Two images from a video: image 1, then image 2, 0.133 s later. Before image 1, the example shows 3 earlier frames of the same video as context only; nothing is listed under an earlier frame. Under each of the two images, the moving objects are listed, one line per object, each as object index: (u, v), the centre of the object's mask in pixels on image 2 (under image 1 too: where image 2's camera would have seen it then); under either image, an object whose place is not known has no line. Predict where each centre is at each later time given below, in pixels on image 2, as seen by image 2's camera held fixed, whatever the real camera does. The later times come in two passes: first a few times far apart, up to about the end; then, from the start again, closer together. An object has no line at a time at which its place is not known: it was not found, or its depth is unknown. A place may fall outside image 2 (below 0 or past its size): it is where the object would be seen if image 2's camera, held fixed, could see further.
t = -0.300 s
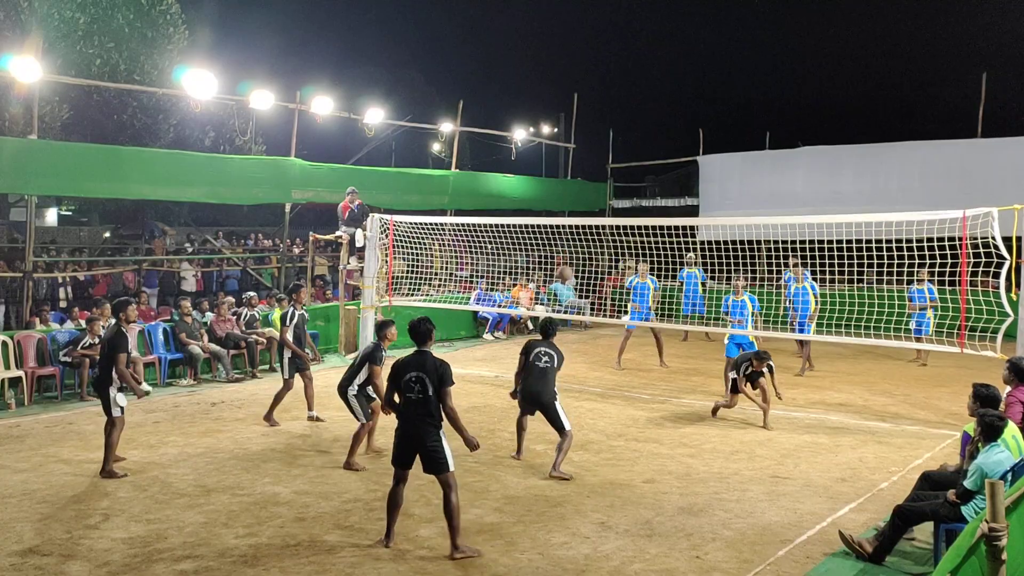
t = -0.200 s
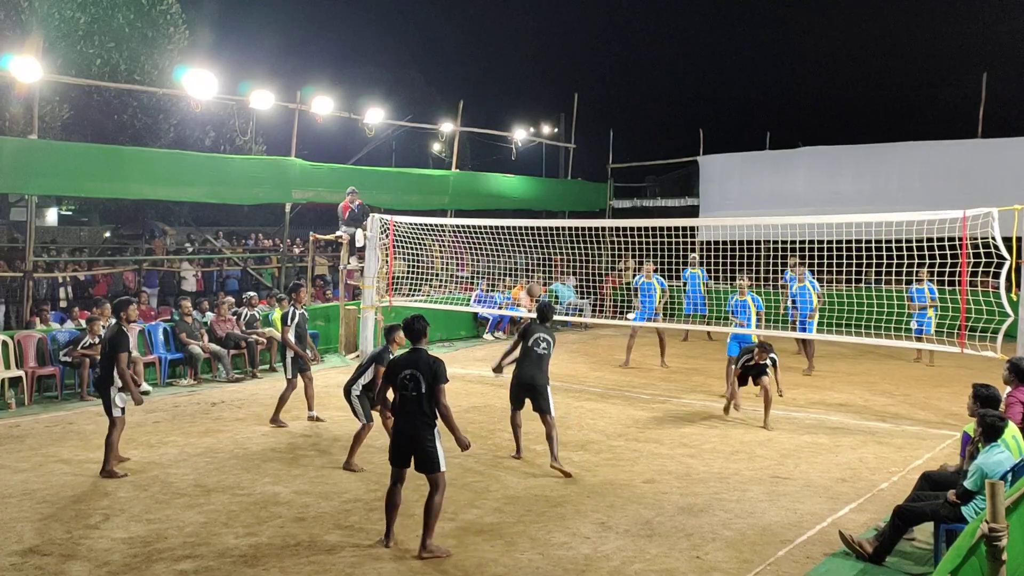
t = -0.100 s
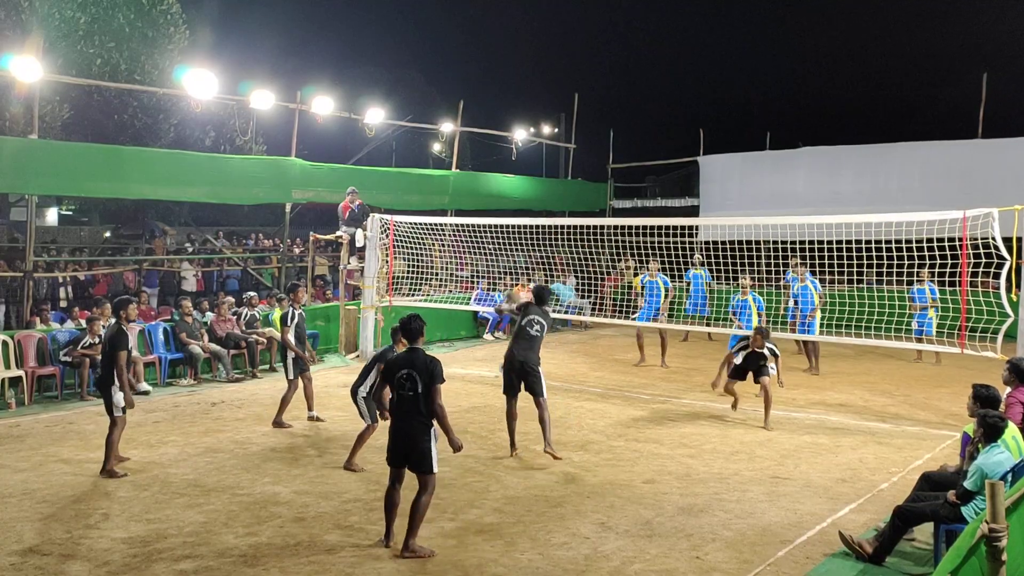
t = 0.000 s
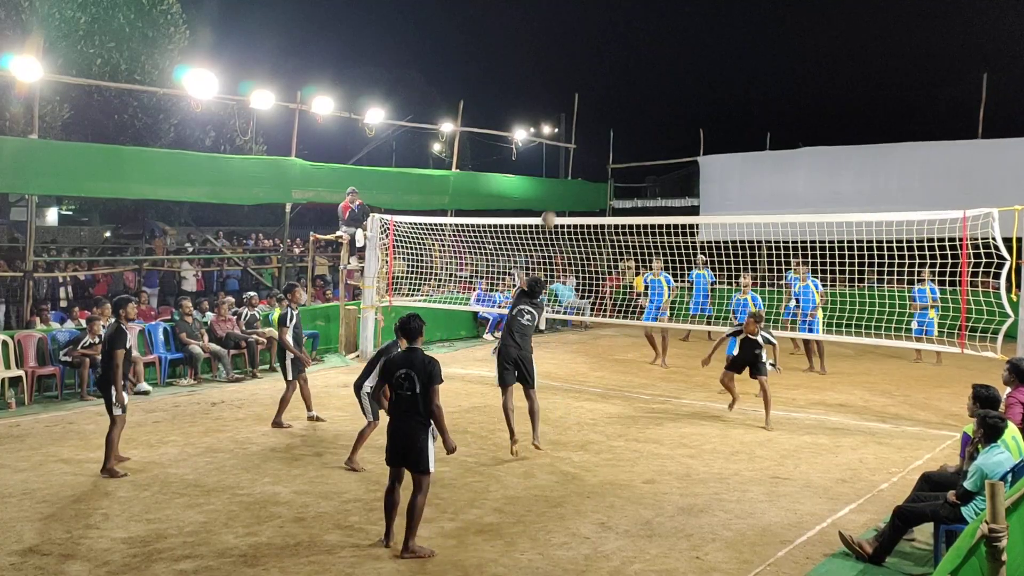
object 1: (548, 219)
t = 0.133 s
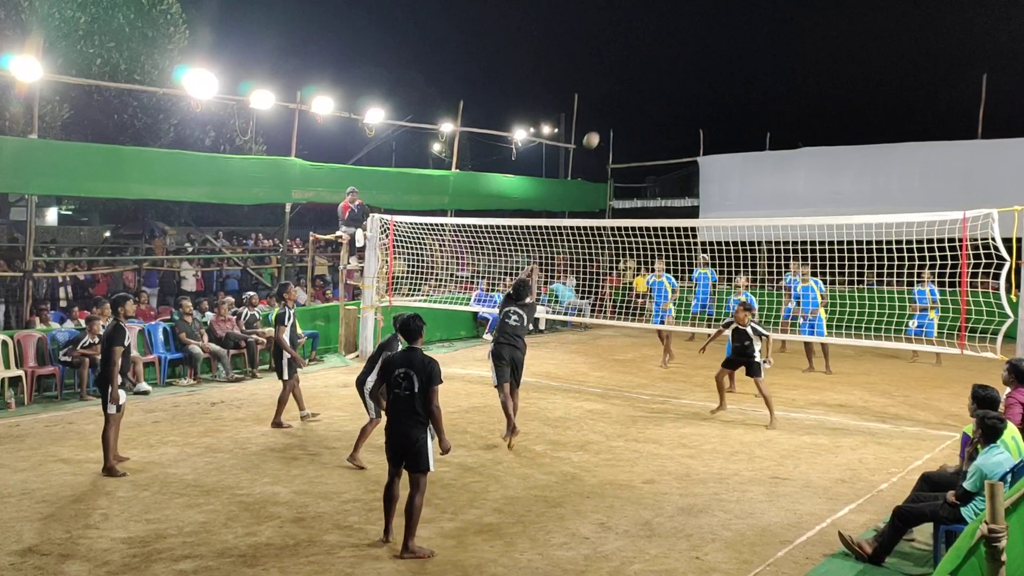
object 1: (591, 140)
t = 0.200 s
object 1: (611, 109)
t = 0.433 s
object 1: (676, 35)
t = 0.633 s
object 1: (723, 12)
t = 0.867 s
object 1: (770, 23)
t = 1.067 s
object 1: (806, 60)
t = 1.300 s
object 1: (839, 129)
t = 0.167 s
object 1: (601, 124)
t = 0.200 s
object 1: (611, 109)
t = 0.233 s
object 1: (621, 95)
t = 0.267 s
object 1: (630, 82)
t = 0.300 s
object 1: (640, 70)
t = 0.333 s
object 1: (649, 60)
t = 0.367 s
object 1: (658, 50)
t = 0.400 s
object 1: (667, 42)
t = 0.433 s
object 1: (676, 35)
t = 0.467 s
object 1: (684, 28)
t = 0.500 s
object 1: (693, 23)
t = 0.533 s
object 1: (701, 19)
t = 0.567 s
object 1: (708, 16)
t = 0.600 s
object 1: (716, 13)
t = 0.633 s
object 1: (723, 12)
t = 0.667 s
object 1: (731, 11)
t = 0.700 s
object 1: (737, 11)
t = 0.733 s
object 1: (744, 12)
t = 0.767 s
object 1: (751, 14)
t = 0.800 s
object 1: (758, 16)
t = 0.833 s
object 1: (764, 19)
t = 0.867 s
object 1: (770, 23)
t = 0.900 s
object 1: (776, 27)
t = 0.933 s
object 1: (783, 33)
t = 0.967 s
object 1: (789, 39)
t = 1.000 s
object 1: (794, 45)
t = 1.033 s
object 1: (800, 52)
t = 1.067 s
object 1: (806, 60)
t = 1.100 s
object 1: (811, 68)
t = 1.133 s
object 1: (816, 77)
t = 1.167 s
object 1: (821, 86)
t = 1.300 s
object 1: (839, 129)
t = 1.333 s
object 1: (843, 140)
